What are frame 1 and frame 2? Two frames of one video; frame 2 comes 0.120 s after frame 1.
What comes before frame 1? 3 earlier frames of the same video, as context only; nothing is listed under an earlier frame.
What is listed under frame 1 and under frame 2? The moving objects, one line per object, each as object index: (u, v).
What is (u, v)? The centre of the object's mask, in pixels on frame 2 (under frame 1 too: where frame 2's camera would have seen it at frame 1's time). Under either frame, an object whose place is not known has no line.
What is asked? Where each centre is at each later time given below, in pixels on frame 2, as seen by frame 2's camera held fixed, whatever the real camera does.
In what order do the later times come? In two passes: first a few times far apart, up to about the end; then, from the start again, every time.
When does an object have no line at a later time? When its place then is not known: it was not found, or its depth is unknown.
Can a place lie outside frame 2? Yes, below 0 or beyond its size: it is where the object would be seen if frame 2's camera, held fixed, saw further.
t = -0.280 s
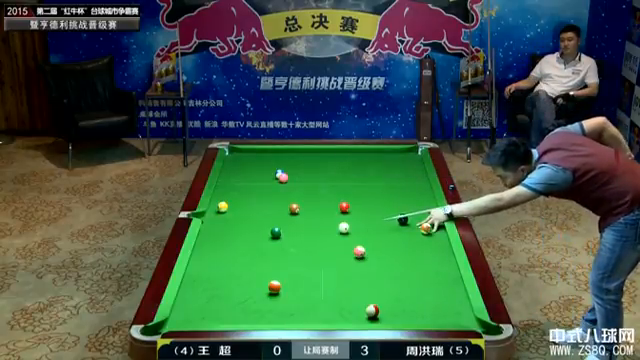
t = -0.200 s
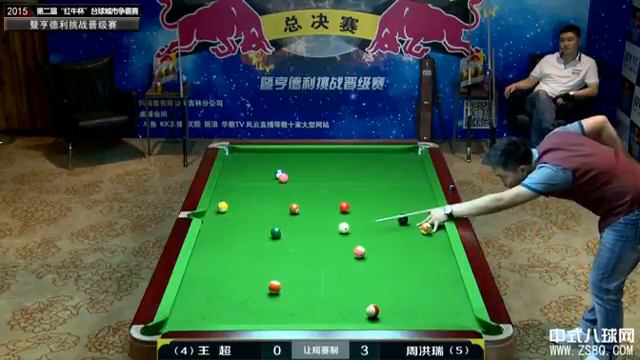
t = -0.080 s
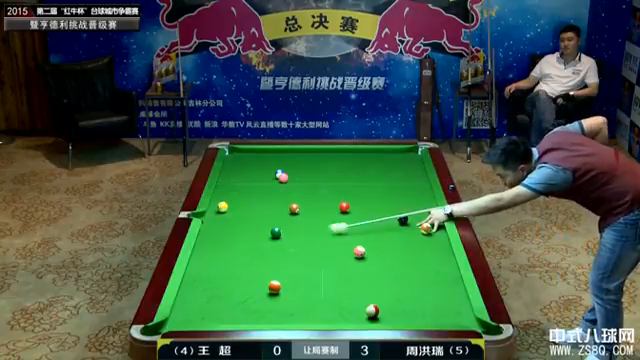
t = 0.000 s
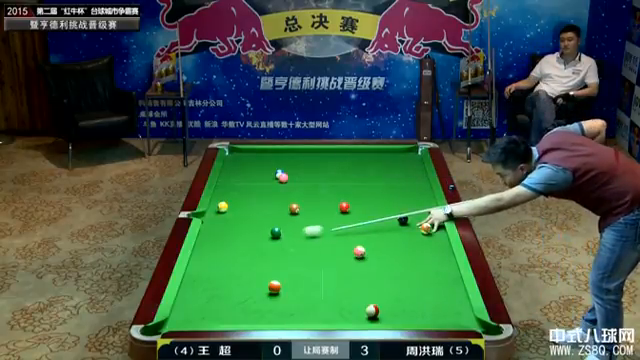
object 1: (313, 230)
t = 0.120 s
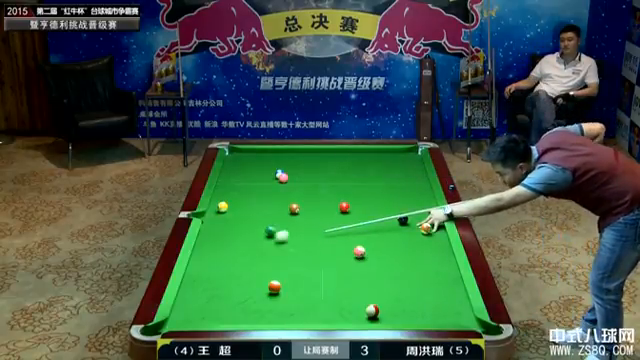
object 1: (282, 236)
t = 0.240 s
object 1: (263, 244)
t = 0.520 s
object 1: (214, 263)
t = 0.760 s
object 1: (202, 280)
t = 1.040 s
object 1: (229, 299)
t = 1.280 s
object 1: (253, 315)
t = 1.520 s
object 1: (282, 315)
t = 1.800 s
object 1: (314, 304)
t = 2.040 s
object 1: (341, 294)
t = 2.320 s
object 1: (368, 283)
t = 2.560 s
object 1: (391, 276)
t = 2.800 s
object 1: (411, 268)
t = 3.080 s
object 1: (434, 260)
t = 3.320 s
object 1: (445, 253)
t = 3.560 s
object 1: (431, 248)
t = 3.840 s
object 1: (416, 243)
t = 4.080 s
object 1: (404, 238)
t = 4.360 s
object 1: (392, 234)
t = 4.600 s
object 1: (382, 230)
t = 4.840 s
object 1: (374, 227)
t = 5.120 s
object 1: (365, 223)
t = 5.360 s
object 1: (359, 221)
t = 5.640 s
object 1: (352, 218)
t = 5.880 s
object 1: (347, 216)
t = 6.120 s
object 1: (342, 214)
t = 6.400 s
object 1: (338, 213)
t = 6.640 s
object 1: (335, 212)
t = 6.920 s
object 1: (333, 211)
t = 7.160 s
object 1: (331, 210)
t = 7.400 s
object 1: (331, 210)
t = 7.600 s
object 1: (330, 210)
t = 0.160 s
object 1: (276, 239)
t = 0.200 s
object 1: (270, 241)
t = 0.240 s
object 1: (263, 244)
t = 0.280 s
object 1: (256, 246)
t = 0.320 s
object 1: (249, 249)
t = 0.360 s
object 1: (242, 252)
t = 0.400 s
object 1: (235, 255)
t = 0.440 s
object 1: (228, 257)
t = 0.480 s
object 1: (221, 260)
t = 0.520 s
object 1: (214, 263)
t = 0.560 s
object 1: (206, 266)
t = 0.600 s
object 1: (199, 269)
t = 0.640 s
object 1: (192, 272)
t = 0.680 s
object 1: (194, 275)
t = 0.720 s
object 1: (198, 278)
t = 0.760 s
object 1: (202, 280)
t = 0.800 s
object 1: (206, 283)
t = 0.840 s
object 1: (210, 285)
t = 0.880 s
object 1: (214, 288)
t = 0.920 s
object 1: (217, 291)
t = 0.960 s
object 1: (221, 293)
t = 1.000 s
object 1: (225, 296)
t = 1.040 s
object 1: (229, 299)
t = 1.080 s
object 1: (232, 302)
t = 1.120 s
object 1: (237, 305)
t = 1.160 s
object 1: (241, 307)
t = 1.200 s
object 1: (245, 310)
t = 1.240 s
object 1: (249, 313)
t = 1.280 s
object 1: (253, 315)
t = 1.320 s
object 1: (257, 317)
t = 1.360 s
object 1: (261, 319)
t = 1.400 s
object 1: (266, 319)
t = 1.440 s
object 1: (272, 318)
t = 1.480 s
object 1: (277, 317)
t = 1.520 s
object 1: (282, 315)
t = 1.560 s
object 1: (287, 313)
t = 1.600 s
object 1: (291, 312)
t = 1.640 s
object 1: (296, 311)
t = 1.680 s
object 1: (301, 309)
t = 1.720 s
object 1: (305, 307)
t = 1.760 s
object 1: (310, 305)
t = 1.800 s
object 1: (314, 304)
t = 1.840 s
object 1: (319, 302)
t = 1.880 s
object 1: (324, 300)
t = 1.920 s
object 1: (328, 299)
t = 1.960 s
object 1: (332, 297)
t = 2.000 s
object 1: (336, 296)
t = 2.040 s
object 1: (341, 294)
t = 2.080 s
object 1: (345, 292)
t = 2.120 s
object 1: (349, 291)
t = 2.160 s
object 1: (353, 290)
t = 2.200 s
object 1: (357, 288)
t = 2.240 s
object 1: (361, 287)
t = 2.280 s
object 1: (365, 285)
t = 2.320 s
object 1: (368, 283)
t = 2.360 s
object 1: (372, 283)
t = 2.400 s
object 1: (376, 281)
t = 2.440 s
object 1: (380, 280)
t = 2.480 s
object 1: (384, 278)
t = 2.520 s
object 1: (387, 277)
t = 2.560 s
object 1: (391, 276)
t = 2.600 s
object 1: (394, 274)
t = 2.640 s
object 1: (398, 273)
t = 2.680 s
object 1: (401, 272)
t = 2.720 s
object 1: (405, 270)
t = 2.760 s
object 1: (408, 269)
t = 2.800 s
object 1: (411, 268)
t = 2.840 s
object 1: (415, 267)
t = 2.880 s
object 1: (418, 266)
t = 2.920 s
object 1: (421, 264)
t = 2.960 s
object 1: (424, 263)
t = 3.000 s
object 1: (428, 262)
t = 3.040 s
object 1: (431, 261)
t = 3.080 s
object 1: (434, 260)
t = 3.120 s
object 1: (437, 259)
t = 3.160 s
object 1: (440, 258)
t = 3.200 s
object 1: (443, 257)
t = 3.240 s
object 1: (445, 255)
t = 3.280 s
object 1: (448, 255)
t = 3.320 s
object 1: (445, 253)
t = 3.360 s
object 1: (442, 253)
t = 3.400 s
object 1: (440, 252)
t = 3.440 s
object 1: (438, 251)
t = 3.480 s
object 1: (436, 250)
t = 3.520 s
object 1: (433, 249)
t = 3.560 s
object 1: (431, 248)
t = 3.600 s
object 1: (429, 247)
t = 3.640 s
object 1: (426, 247)
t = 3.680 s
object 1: (424, 246)
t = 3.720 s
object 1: (422, 245)
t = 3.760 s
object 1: (420, 244)
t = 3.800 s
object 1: (418, 244)
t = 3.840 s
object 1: (416, 243)
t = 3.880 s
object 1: (414, 242)
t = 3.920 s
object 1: (412, 241)
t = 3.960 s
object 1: (410, 240)
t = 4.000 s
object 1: (408, 240)
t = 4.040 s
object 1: (406, 239)
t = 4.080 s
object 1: (404, 238)
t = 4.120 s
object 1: (402, 238)
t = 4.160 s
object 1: (401, 237)
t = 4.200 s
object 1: (399, 236)
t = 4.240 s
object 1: (397, 236)
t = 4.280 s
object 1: (395, 235)
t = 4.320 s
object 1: (394, 234)
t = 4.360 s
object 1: (392, 234)
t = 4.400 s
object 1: (390, 233)
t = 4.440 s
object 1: (389, 233)
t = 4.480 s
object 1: (387, 232)
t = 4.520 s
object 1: (386, 231)
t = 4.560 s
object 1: (384, 231)
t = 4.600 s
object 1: (382, 230)
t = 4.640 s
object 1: (381, 229)
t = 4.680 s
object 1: (380, 229)
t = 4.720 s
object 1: (378, 228)
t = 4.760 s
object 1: (377, 228)
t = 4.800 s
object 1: (375, 227)
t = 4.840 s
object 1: (374, 227)
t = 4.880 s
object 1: (373, 226)
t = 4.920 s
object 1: (371, 226)
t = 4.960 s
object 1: (370, 225)
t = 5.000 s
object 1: (369, 225)
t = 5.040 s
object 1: (368, 224)
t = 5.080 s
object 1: (367, 224)
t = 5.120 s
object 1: (365, 223)
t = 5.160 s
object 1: (364, 223)
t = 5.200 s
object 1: (363, 223)
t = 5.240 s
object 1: (362, 222)
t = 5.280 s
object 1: (361, 222)
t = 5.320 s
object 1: (360, 221)
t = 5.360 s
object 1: (359, 221)
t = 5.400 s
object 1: (357, 220)
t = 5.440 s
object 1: (356, 220)
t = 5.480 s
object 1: (355, 220)
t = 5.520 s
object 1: (354, 219)
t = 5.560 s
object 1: (354, 219)
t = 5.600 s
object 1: (353, 219)
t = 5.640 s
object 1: (352, 218)
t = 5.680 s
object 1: (351, 218)
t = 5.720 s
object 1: (350, 218)
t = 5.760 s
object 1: (349, 217)
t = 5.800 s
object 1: (348, 217)
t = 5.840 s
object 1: (347, 216)
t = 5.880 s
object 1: (347, 216)
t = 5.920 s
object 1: (346, 216)
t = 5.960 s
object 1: (345, 215)
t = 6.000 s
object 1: (344, 215)
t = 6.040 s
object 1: (343, 215)
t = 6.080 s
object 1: (343, 215)
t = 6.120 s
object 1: (342, 214)
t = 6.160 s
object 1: (341, 214)
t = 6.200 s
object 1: (341, 214)
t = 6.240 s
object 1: (340, 214)
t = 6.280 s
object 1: (340, 214)
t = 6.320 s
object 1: (339, 213)
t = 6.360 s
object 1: (338, 213)
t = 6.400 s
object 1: (338, 213)
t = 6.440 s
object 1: (337, 213)
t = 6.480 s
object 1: (337, 212)
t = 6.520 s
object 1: (336, 212)
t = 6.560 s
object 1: (336, 212)
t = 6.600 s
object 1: (335, 212)
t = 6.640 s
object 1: (335, 212)
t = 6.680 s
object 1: (334, 212)
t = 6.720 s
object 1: (334, 211)
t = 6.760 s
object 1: (334, 211)
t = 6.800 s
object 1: (333, 211)
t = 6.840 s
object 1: (333, 211)
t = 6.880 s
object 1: (333, 211)
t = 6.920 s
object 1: (333, 211)
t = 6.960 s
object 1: (332, 210)
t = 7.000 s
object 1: (332, 210)
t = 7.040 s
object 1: (332, 210)
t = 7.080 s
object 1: (331, 210)
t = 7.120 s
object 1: (331, 210)
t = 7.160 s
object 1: (331, 210)
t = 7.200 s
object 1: (331, 210)
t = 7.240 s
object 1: (331, 210)
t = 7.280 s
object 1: (331, 210)
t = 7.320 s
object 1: (331, 210)
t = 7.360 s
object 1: (331, 210)
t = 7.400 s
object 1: (331, 210)
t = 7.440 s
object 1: (331, 210)
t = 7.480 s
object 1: (331, 210)
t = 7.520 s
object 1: (330, 210)
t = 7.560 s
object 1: (330, 210)
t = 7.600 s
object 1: (330, 210)
